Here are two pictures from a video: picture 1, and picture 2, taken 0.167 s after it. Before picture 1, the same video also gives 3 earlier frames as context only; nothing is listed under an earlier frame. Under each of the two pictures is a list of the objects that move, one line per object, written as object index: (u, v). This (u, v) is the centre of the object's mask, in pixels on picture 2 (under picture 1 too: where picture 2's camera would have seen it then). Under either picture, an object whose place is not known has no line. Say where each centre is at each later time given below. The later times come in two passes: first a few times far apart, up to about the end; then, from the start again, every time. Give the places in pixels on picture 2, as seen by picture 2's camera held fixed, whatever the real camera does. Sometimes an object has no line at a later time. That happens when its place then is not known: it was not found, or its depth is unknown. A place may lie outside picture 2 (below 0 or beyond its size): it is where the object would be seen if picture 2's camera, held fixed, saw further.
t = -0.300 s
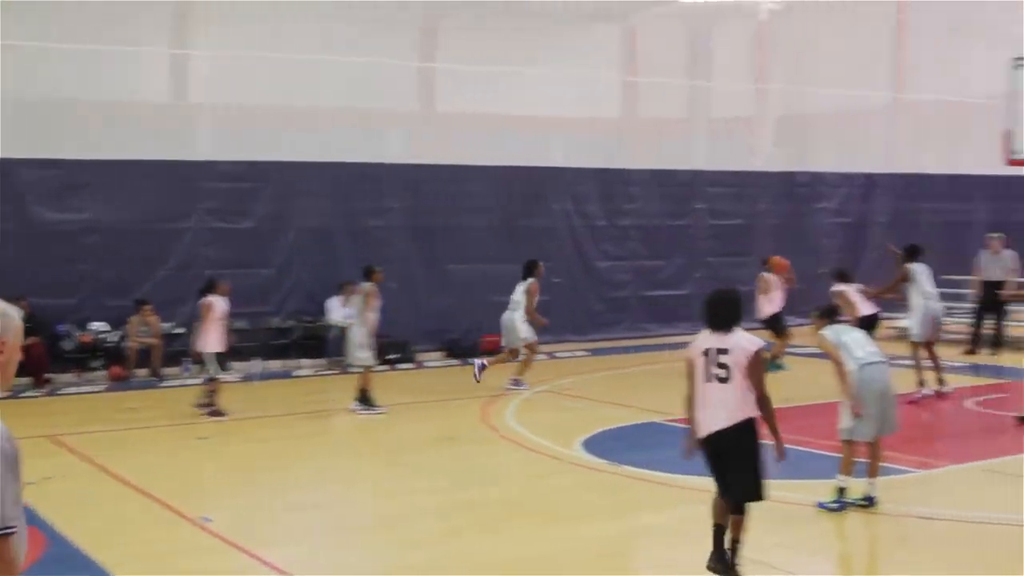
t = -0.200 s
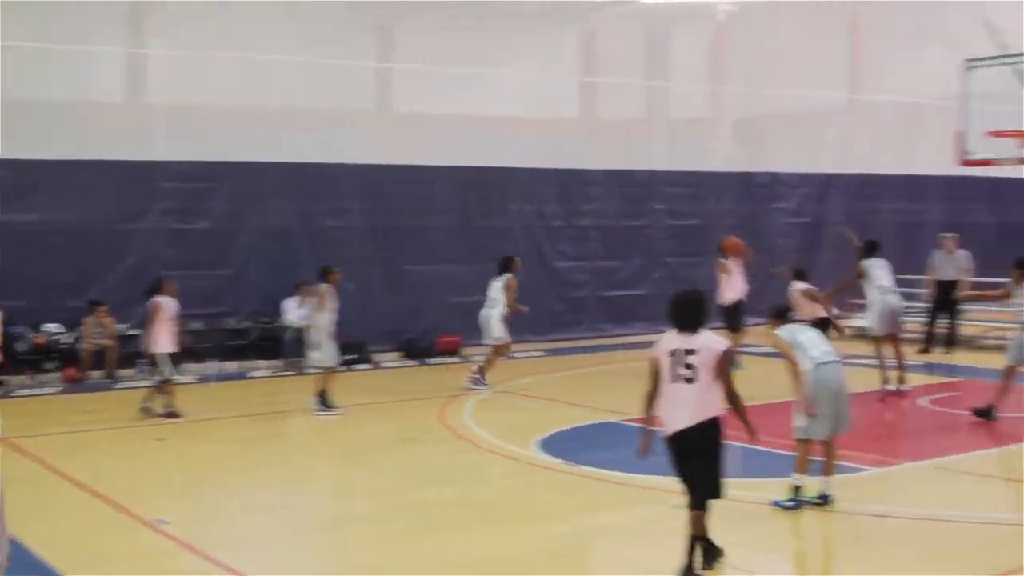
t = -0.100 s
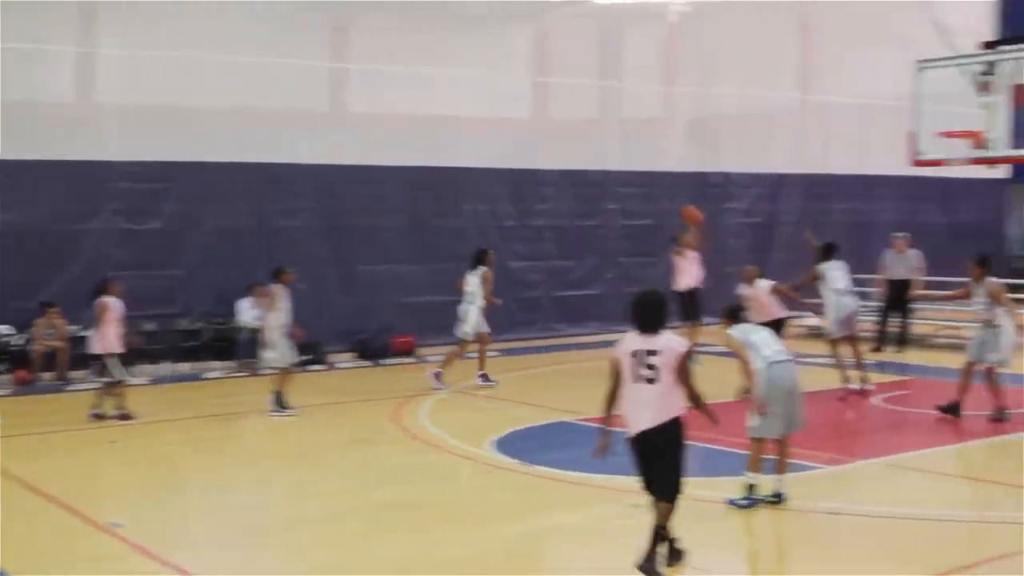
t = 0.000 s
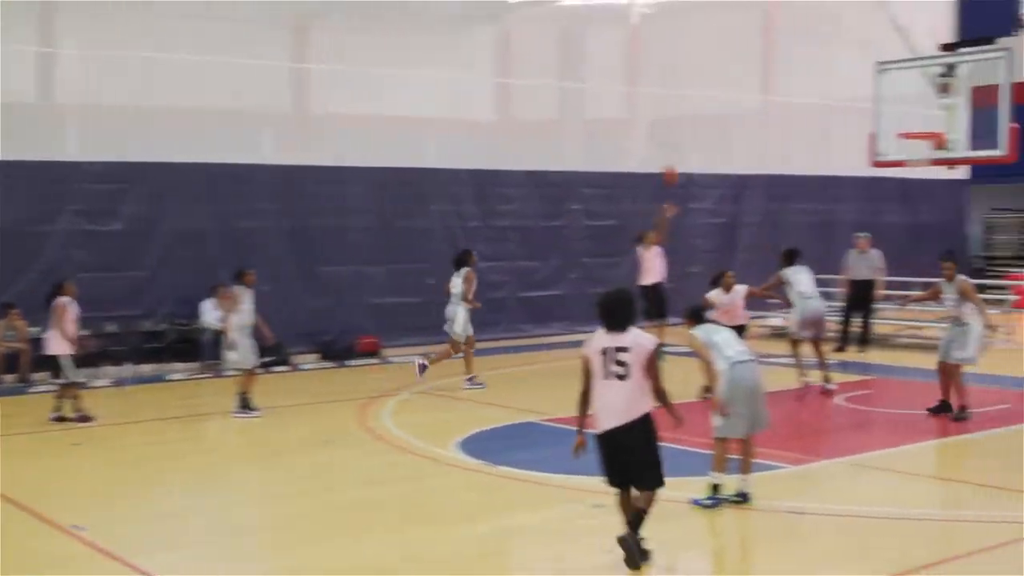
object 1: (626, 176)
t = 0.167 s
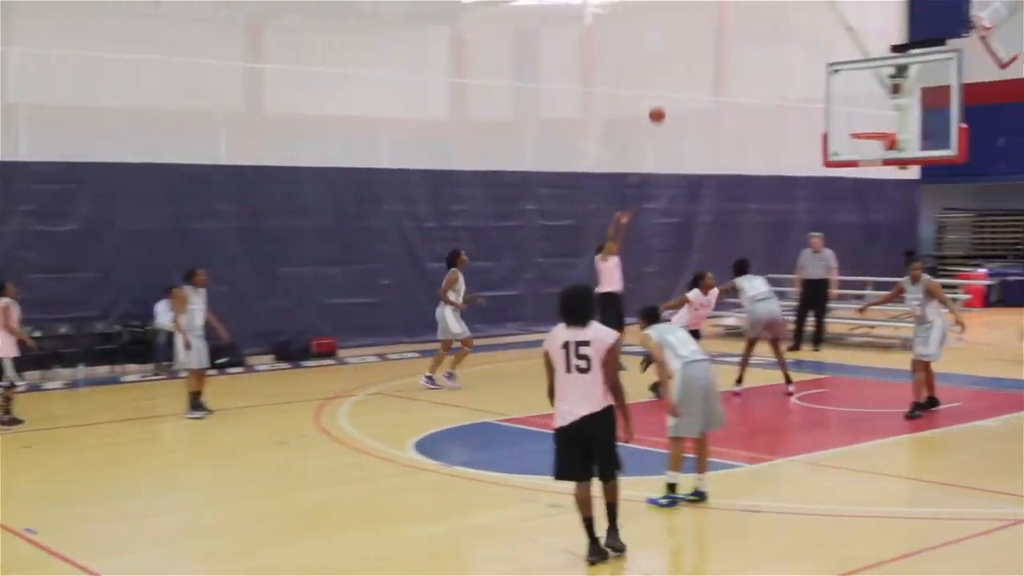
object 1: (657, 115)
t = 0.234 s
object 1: (670, 96)
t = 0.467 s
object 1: (717, 53)
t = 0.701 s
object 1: (769, 51)
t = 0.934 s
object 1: (826, 94)
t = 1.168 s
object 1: (876, 111)
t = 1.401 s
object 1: (924, 122)
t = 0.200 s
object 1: (663, 105)
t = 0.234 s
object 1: (670, 96)
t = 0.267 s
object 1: (676, 88)
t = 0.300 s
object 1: (683, 80)
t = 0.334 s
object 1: (690, 73)
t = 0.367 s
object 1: (696, 67)
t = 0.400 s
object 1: (703, 62)
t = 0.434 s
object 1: (710, 57)
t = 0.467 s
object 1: (717, 53)
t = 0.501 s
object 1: (724, 50)
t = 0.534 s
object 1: (731, 48)
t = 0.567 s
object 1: (739, 47)
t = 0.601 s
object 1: (746, 47)
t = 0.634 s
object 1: (754, 47)
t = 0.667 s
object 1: (762, 48)
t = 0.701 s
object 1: (769, 51)
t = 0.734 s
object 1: (777, 54)
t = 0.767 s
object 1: (785, 58)
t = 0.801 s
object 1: (793, 64)
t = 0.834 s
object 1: (801, 70)
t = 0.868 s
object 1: (809, 77)
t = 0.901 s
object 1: (818, 84)
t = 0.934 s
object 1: (826, 94)
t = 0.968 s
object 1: (835, 104)
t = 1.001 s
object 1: (843, 115)
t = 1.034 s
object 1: (851, 124)
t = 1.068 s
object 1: (857, 121)
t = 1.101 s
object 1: (864, 117)
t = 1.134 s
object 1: (870, 113)
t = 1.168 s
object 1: (876, 111)
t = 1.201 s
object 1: (883, 110)
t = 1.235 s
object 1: (889, 109)
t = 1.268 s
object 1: (896, 110)
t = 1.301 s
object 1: (903, 112)
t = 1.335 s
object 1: (909, 114)
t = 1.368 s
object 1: (918, 118)
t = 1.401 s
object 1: (924, 122)
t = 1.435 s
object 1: (931, 127)
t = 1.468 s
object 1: (938, 133)
